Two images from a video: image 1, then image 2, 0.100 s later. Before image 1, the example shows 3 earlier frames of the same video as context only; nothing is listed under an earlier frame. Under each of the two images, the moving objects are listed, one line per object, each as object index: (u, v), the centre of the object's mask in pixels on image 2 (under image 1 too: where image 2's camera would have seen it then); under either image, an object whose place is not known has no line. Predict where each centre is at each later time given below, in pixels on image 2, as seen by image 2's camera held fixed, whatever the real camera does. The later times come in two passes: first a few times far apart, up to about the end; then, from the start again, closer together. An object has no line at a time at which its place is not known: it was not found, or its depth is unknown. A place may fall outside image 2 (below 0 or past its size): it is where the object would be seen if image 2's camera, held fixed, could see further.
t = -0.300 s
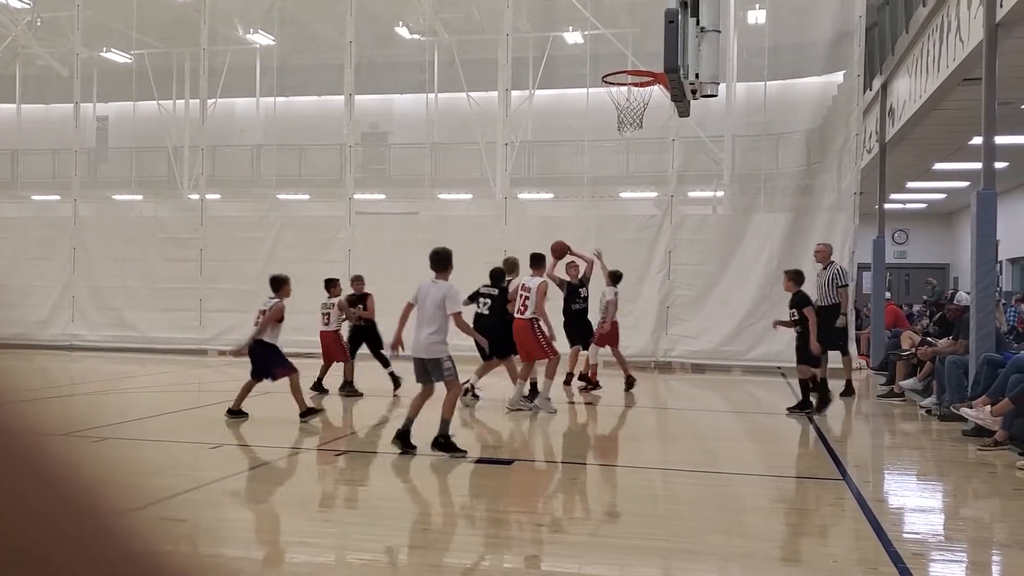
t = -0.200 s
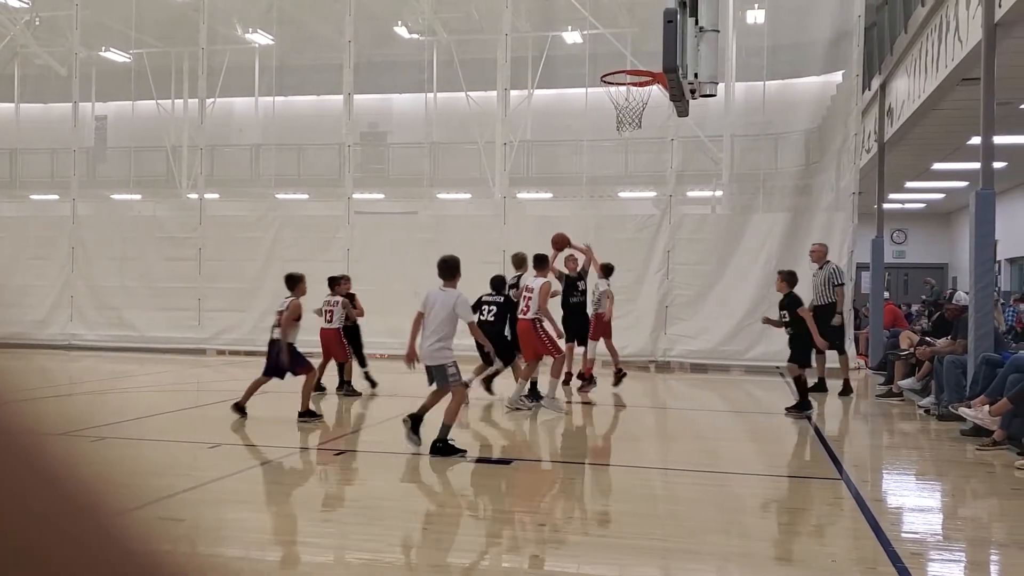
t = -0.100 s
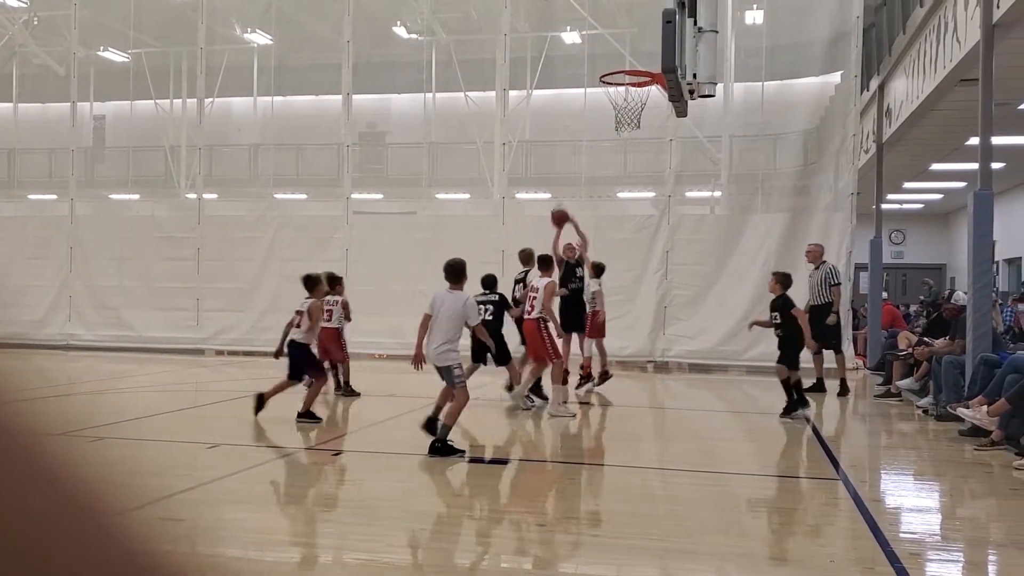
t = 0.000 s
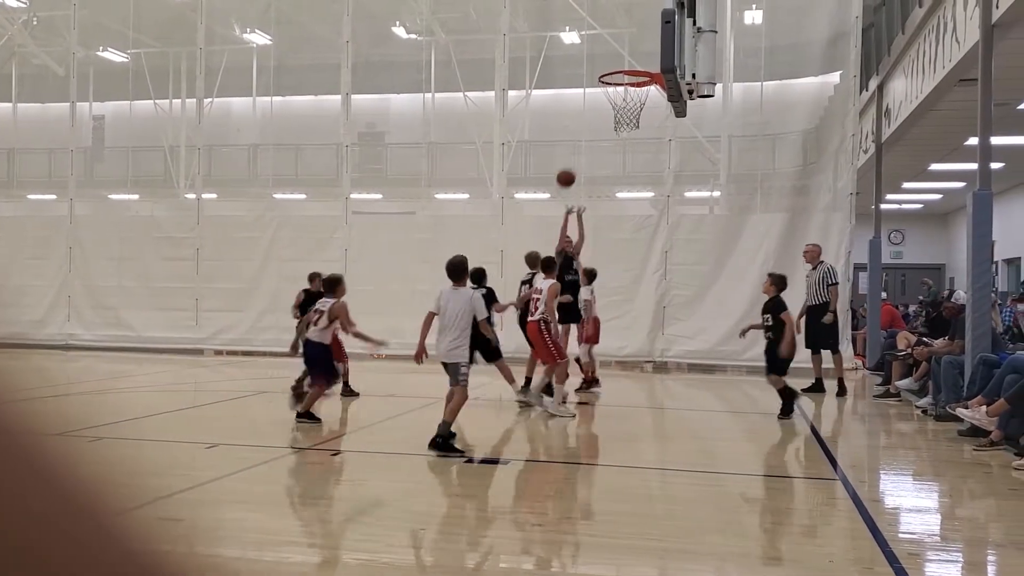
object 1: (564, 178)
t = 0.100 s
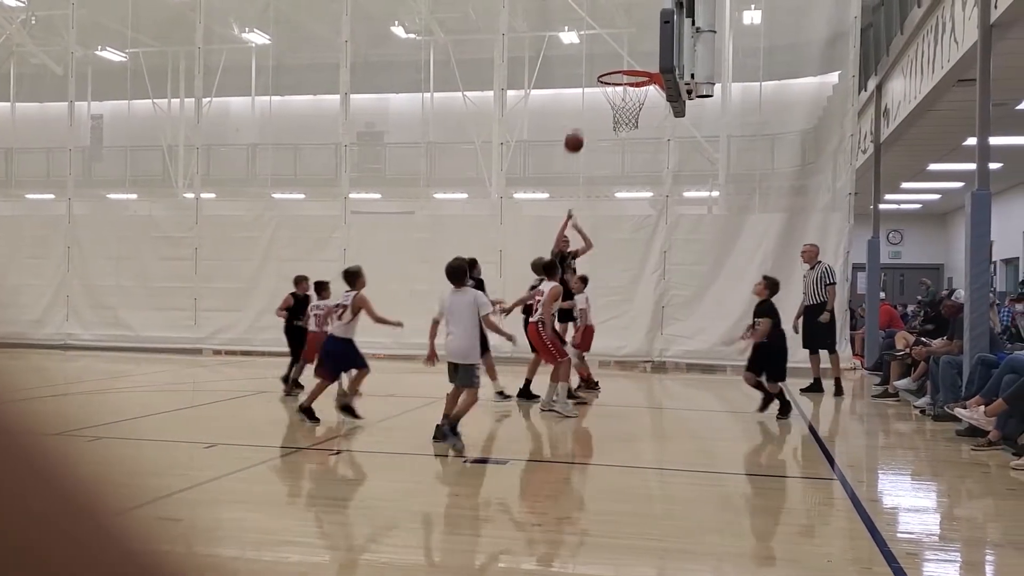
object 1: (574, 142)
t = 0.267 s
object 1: (594, 90)
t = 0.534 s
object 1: (627, 64)
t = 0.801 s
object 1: (633, 105)
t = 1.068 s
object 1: (564, 191)
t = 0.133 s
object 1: (577, 132)
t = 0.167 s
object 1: (582, 118)
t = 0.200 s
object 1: (587, 104)
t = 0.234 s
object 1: (590, 98)
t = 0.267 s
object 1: (594, 90)
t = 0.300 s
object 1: (598, 84)
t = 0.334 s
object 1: (601, 79)
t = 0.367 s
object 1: (605, 74)
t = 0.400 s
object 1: (609, 70)
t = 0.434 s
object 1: (613, 67)
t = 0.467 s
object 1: (617, 66)
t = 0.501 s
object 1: (621, 64)
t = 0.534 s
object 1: (627, 64)
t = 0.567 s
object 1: (635, 64)
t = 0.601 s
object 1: (639, 71)
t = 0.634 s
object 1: (644, 78)
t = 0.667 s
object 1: (650, 90)
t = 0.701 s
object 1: (655, 93)
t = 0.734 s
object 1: (651, 95)
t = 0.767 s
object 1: (642, 99)
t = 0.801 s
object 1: (633, 105)
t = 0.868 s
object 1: (614, 121)
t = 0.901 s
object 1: (605, 131)
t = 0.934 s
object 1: (596, 141)
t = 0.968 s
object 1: (588, 152)
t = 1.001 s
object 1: (580, 164)
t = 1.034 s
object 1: (572, 177)
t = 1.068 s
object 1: (564, 191)
